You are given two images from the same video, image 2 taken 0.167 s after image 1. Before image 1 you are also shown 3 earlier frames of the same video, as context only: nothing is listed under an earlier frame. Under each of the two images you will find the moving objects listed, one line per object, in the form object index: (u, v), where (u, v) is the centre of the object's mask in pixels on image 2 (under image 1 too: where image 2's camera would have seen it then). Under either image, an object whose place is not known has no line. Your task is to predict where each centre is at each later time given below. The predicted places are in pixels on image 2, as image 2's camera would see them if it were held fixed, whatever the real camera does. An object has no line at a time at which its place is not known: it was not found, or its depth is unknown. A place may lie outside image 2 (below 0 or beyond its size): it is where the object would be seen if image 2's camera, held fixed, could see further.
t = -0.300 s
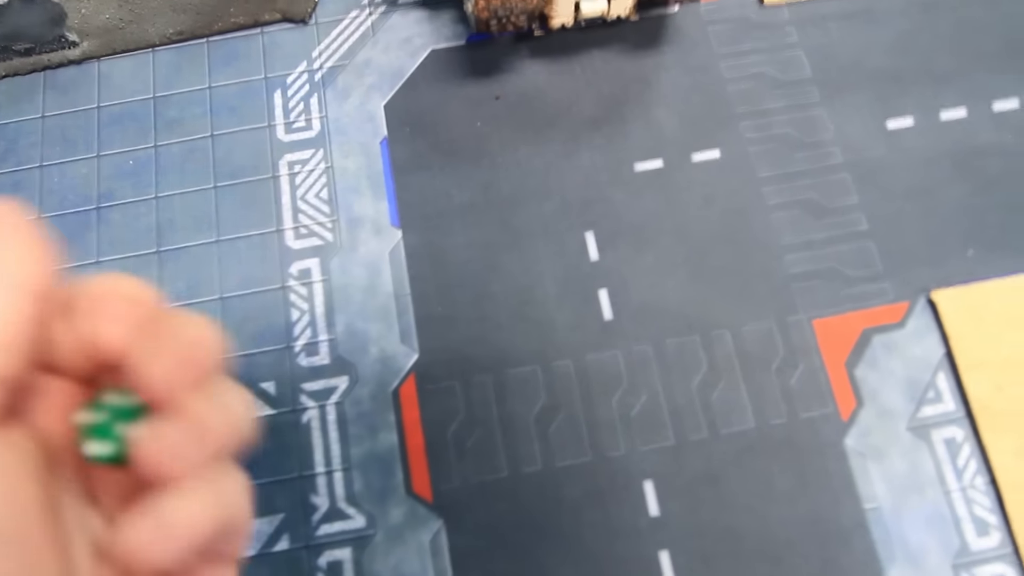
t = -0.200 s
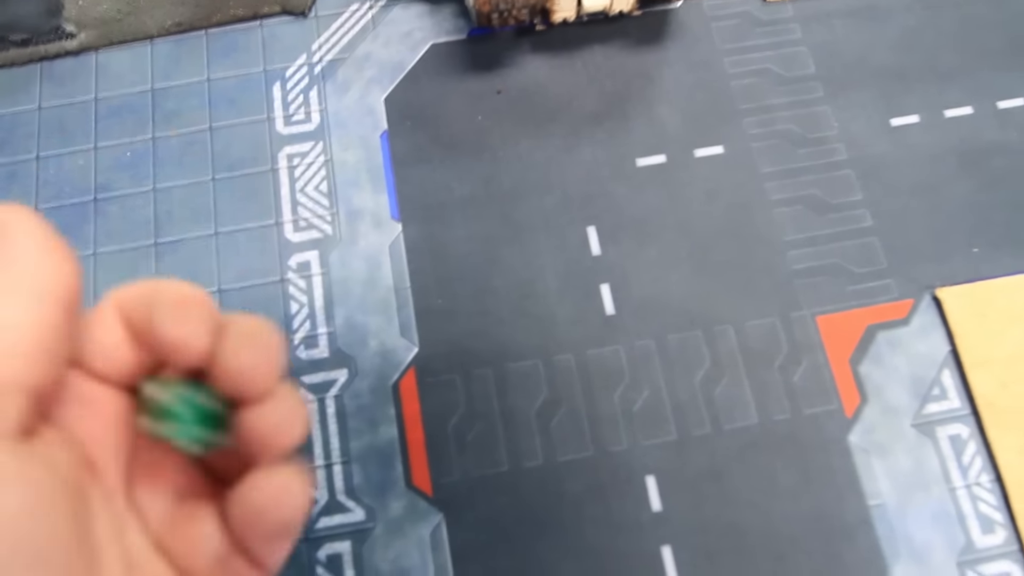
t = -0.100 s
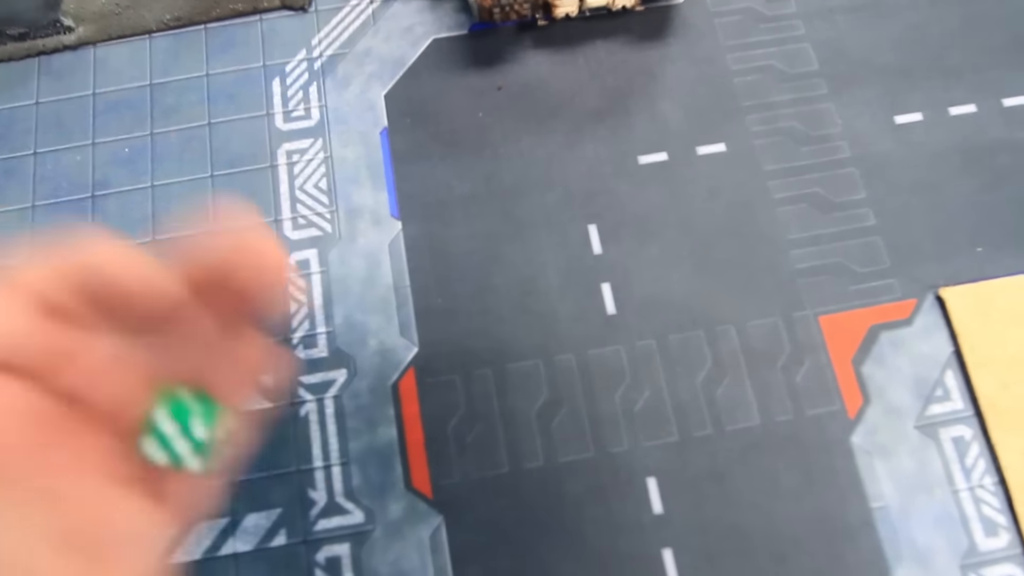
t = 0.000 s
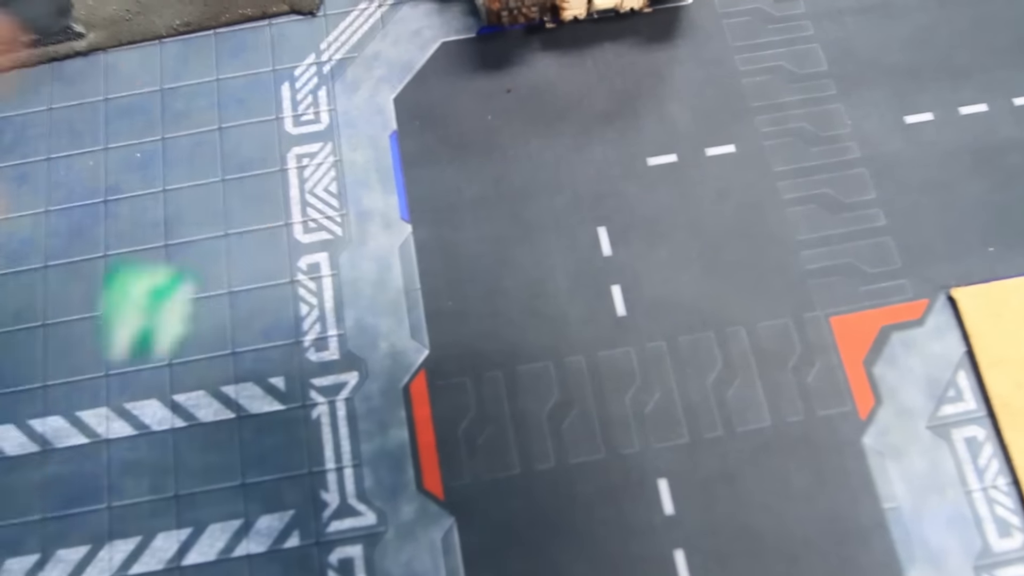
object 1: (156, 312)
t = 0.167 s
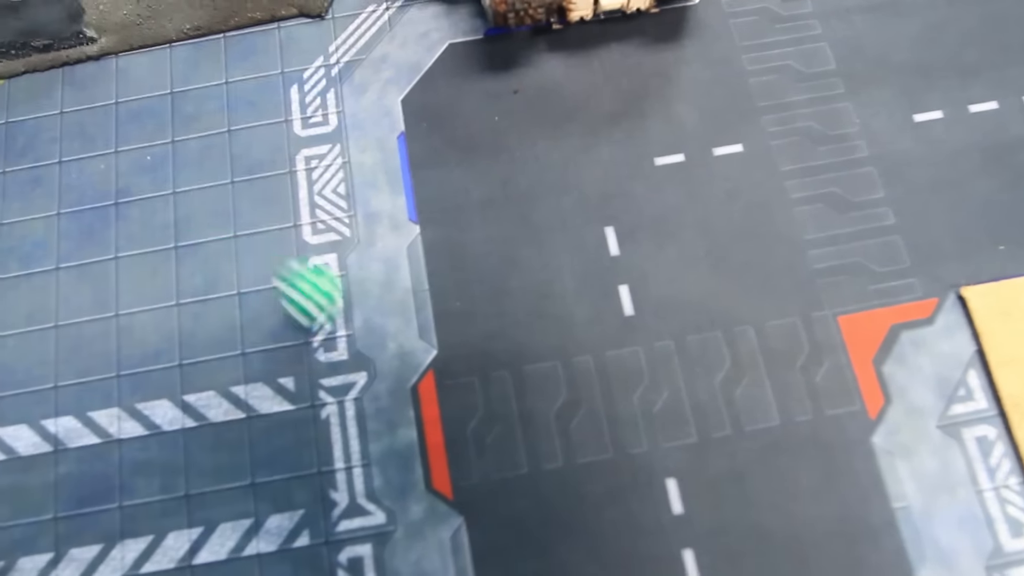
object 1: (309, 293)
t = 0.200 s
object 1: (282, 266)
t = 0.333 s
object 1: (224, 212)
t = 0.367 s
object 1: (214, 194)
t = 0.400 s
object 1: (198, 170)
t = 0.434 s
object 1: (187, 155)
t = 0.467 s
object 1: (177, 134)
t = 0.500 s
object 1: (170, 118)
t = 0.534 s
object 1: (163, 105)
